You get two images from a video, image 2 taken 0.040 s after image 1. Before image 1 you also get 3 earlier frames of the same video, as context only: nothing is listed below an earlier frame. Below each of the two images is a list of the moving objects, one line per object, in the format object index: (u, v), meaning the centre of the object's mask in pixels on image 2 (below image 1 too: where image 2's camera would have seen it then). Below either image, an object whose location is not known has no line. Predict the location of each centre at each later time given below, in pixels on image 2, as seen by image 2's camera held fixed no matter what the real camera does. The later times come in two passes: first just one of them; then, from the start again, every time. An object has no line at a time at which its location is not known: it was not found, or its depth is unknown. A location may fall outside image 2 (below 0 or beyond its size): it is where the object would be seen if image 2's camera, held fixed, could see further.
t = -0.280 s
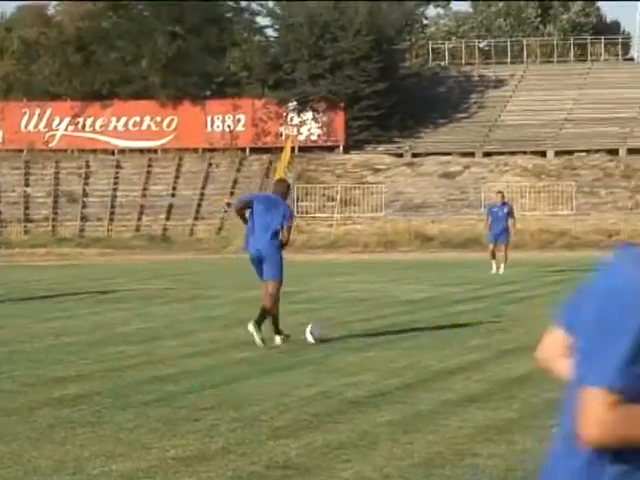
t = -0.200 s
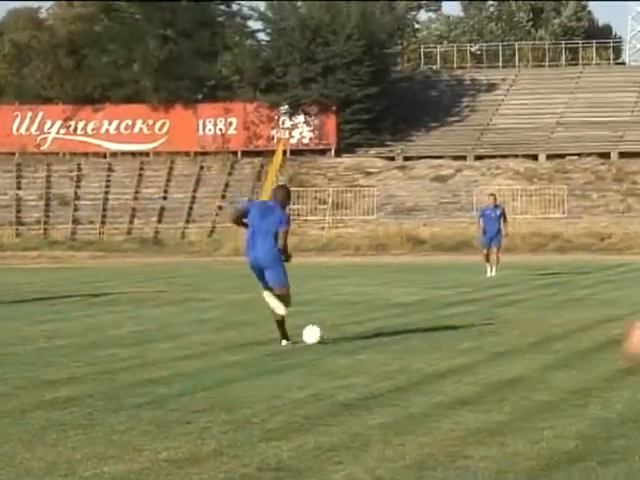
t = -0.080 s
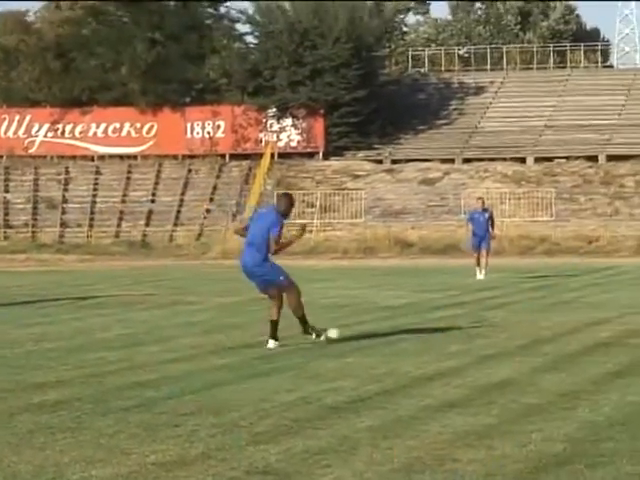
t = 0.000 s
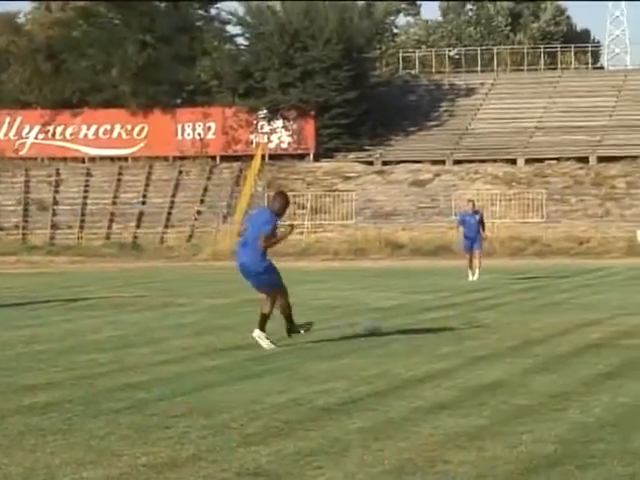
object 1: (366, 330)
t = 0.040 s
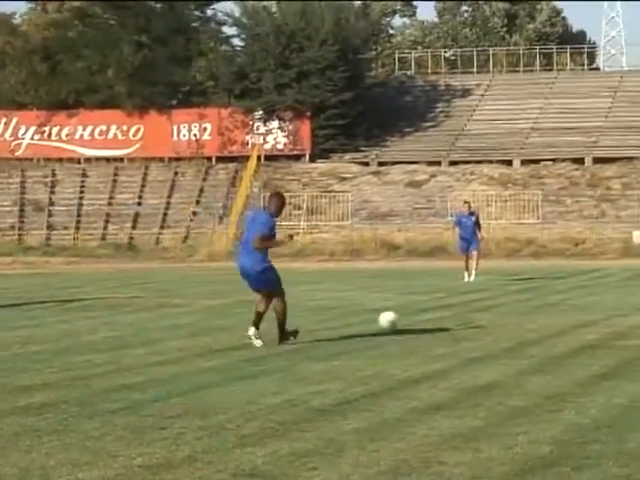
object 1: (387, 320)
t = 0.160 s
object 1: (443, 314)
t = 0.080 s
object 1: (408, 317)
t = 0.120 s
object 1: (427, 316)
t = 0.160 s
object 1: (443, 314)
